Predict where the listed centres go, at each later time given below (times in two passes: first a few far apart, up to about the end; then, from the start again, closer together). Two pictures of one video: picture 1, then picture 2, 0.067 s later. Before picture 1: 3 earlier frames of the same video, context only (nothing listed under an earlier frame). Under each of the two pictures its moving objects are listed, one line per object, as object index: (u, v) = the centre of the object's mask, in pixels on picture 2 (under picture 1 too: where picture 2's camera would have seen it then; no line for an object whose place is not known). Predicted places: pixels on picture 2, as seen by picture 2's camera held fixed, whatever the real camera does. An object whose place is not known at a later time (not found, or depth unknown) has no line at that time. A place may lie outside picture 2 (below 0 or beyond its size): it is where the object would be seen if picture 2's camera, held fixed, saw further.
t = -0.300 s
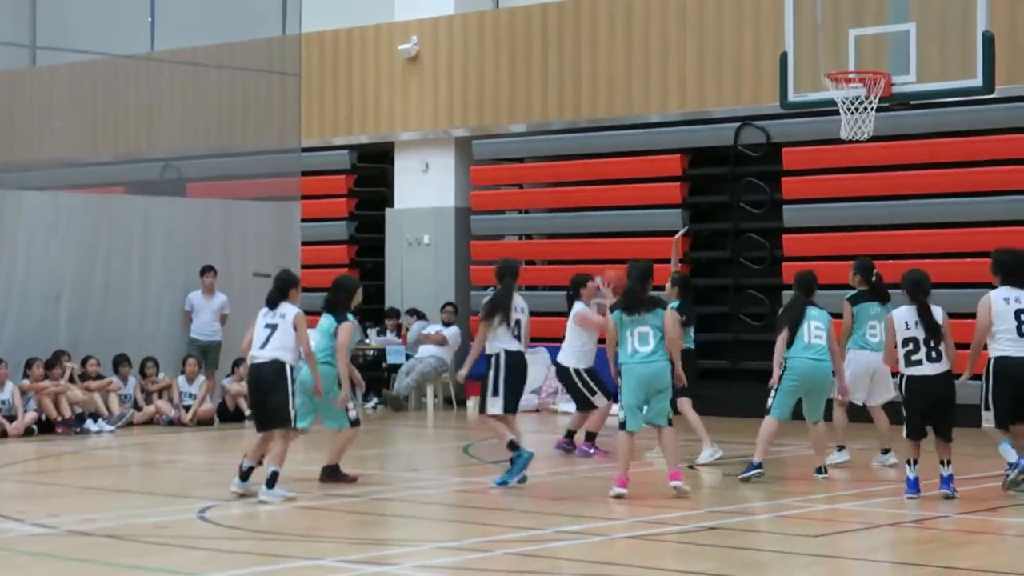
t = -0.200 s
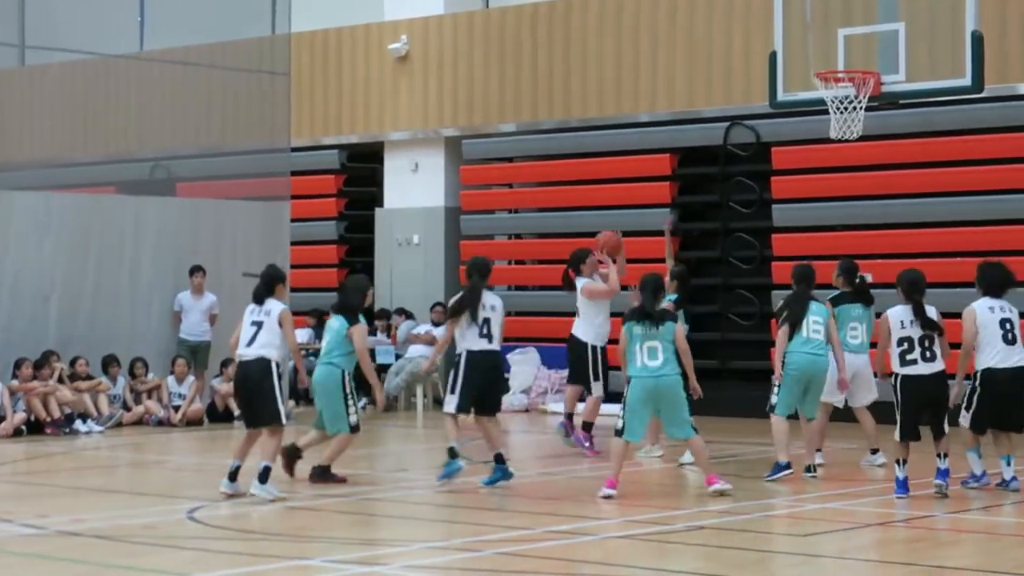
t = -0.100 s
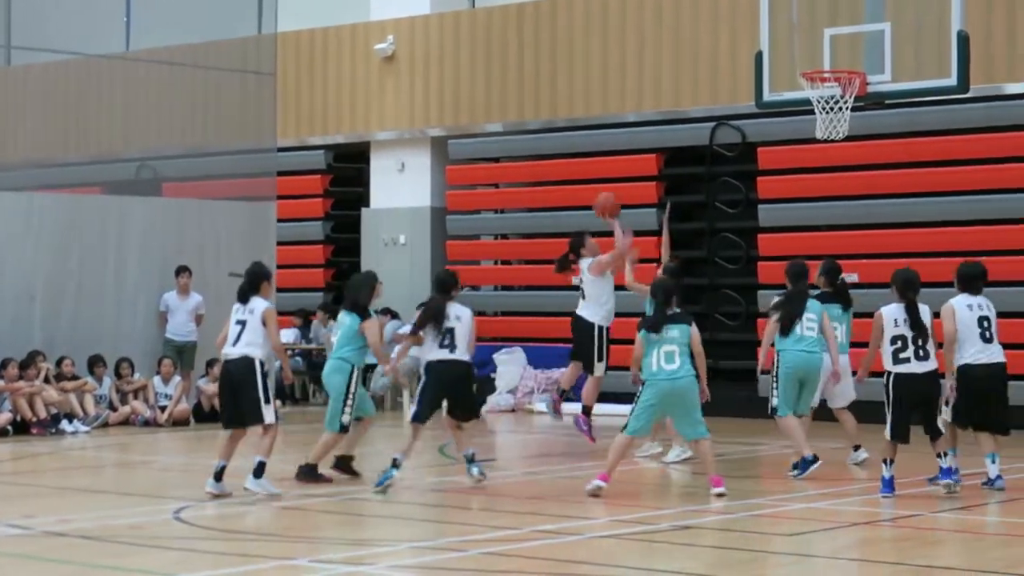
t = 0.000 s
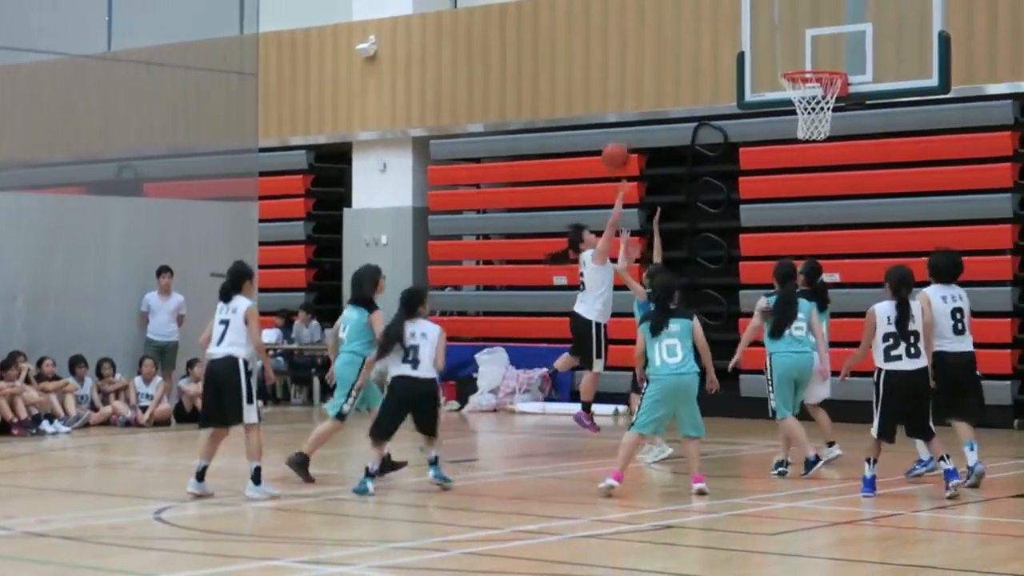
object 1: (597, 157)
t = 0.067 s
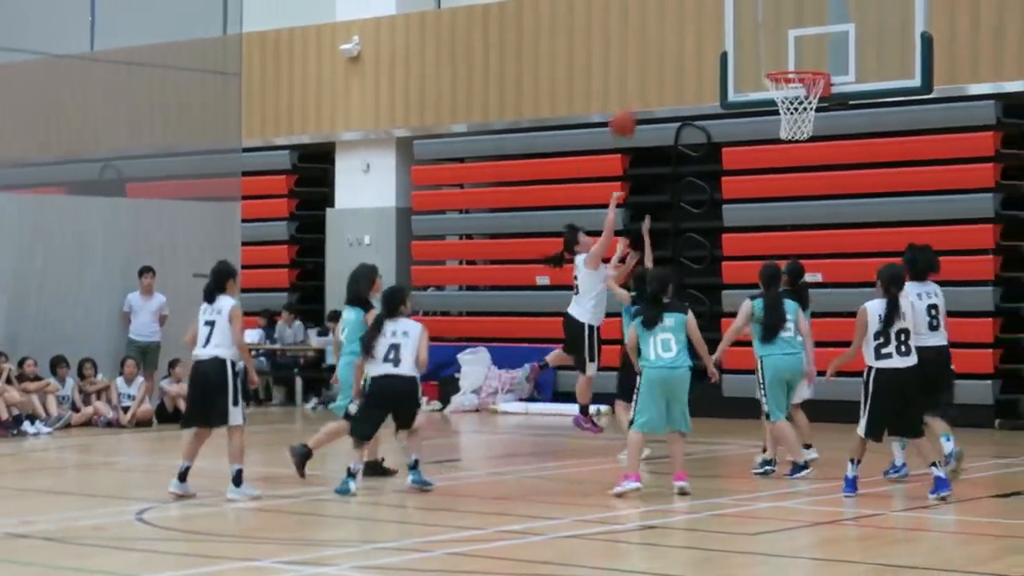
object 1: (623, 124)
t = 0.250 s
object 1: (688, 59)
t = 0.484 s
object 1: (770, 33)
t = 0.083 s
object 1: (628, 116)
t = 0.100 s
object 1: (635, 109)
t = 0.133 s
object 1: (646, 96)
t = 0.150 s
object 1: (653, 90)
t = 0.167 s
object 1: (658, 84)
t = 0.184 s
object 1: (665, 78)
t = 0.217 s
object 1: (677, 68)
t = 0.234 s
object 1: (682, 63)
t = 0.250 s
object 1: (688, 59)
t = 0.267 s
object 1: (694, 55)
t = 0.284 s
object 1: (700, 51)
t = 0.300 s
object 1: (706, 48)
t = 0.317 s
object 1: (712, 45)
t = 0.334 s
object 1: (718, 42)
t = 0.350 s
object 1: (724, 40)
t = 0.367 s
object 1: (729, 38)
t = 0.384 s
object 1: (736, 36)
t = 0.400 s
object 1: (741, 35)
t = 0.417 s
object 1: (747, 34)
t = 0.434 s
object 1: (753, 33)
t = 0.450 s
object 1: (759, 33)
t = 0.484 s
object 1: (770, 33)
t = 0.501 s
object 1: (776, 34)
